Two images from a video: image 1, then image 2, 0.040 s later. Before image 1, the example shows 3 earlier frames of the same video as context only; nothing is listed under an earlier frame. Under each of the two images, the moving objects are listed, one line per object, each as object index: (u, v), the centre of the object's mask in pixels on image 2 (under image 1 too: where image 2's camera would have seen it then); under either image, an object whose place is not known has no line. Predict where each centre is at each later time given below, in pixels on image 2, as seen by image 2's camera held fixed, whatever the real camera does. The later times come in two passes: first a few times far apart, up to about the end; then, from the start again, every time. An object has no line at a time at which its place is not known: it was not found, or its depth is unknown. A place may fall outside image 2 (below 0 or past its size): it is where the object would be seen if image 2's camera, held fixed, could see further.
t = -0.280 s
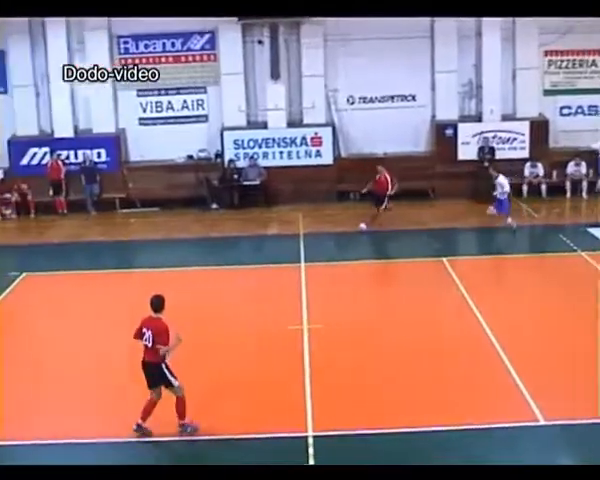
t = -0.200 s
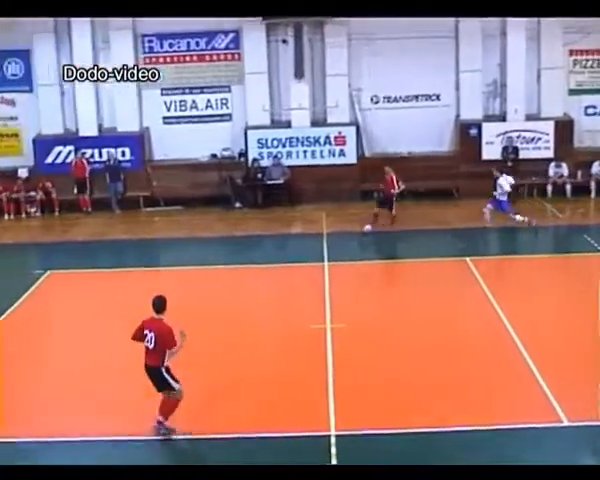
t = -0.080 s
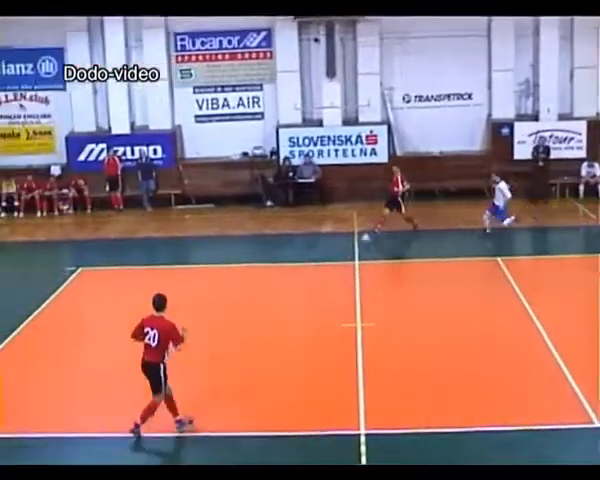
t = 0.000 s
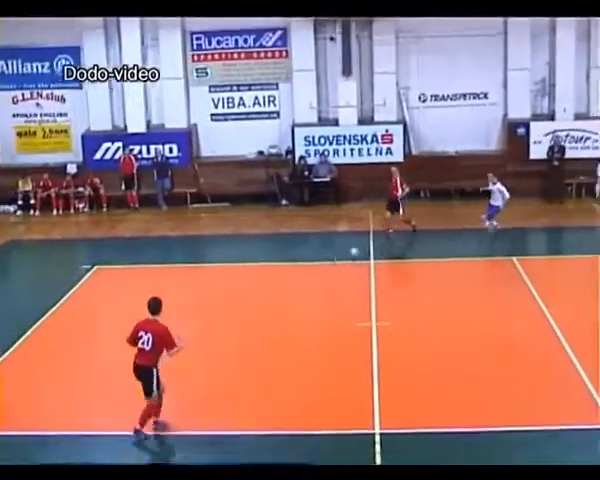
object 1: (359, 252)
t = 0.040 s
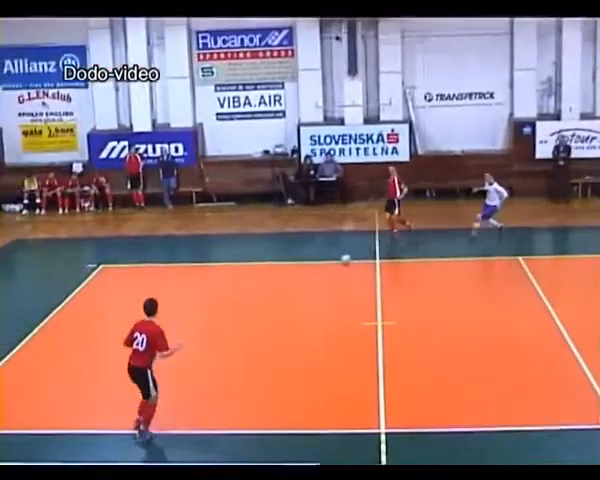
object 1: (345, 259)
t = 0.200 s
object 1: (287, 288)
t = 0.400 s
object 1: (205, 326)
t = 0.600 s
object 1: (113, 371)
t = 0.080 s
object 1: (333, 266)
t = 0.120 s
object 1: (317, 273)
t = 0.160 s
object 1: (302, 280)
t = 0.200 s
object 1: (287, 288)
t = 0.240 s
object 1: (272, 294)
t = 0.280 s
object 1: (256, 301)
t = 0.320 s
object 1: (239, 310)
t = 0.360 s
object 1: (222, 318)
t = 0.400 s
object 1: (205, 326)
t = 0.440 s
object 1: (188, 334)
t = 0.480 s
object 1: (169, 343)
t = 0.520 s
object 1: (151, 351)
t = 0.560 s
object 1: (132, 360)
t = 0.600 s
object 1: (113, 371)
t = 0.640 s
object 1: (93, 379)
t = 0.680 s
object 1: (73, 388)
